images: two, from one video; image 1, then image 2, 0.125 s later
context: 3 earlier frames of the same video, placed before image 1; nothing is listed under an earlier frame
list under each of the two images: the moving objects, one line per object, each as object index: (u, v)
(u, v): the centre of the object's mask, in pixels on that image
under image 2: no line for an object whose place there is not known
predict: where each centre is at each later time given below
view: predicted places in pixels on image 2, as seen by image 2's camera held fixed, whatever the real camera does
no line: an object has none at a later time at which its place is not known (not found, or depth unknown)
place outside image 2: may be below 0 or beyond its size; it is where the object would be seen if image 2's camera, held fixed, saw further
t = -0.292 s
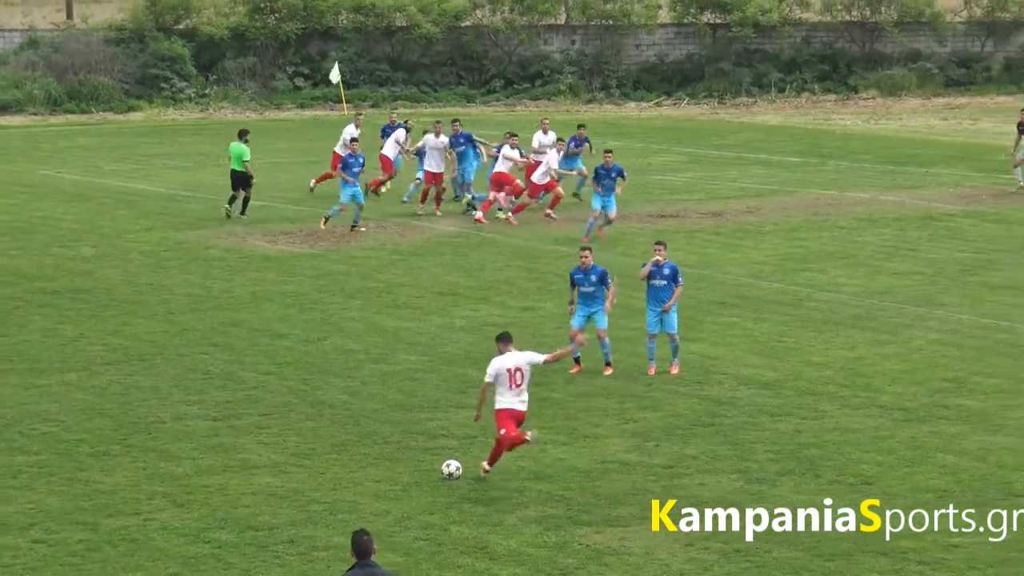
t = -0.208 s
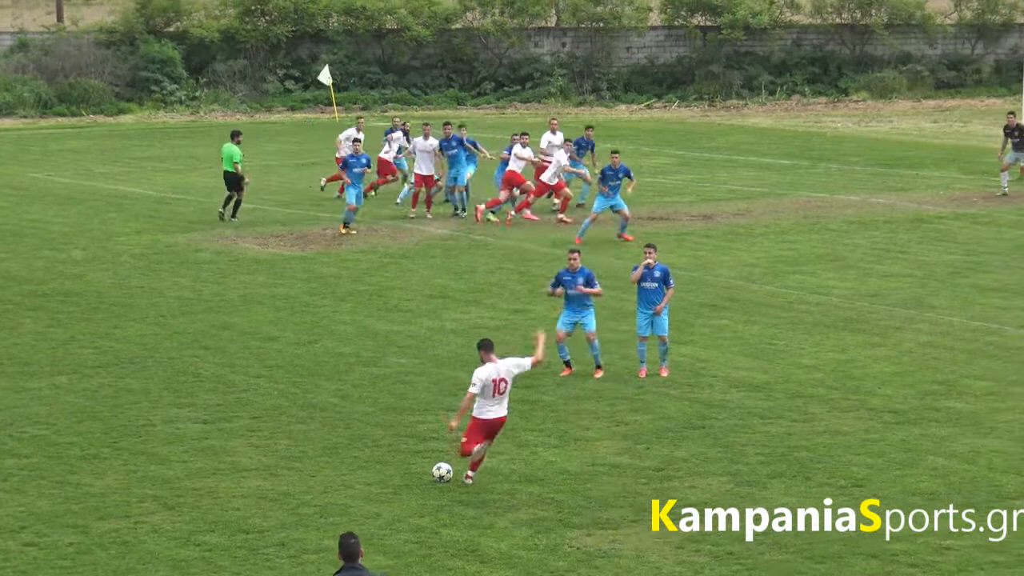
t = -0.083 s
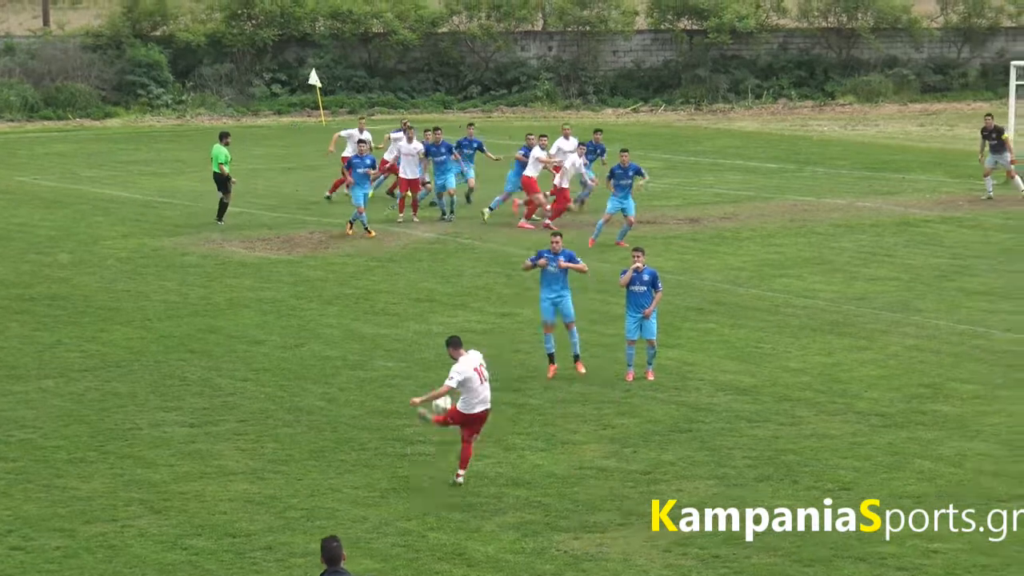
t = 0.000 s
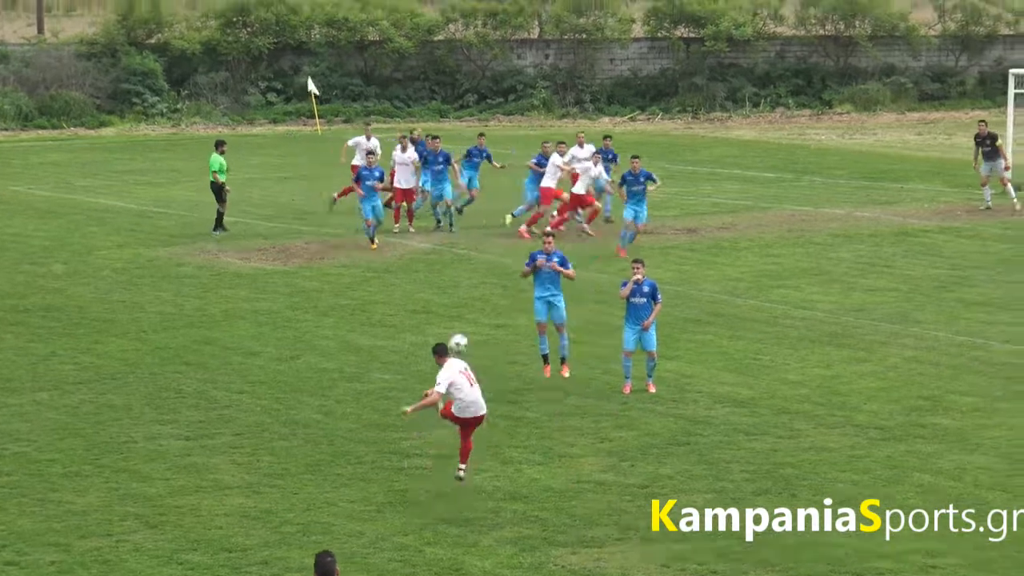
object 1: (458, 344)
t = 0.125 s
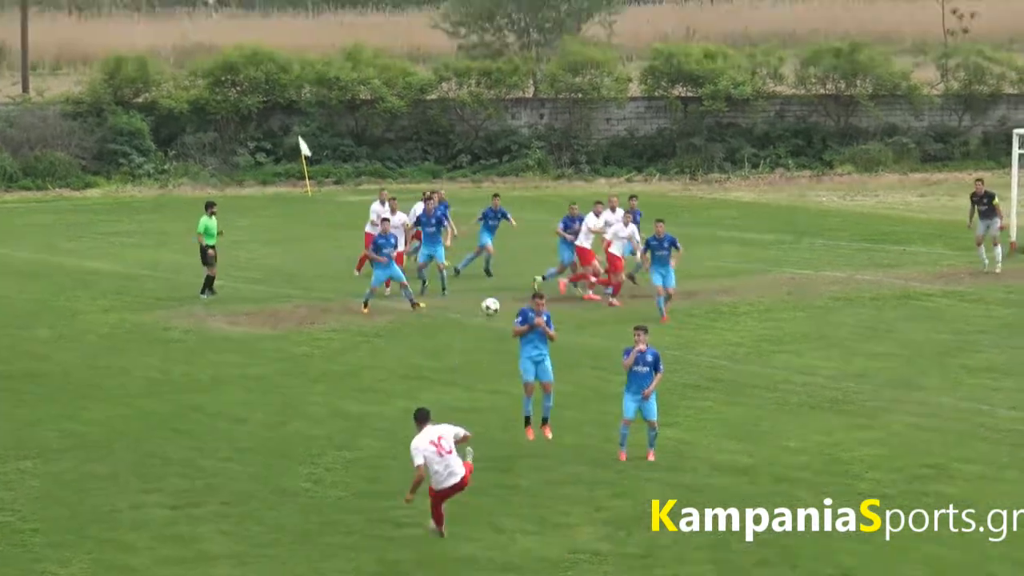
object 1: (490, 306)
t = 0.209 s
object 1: (516, 262)
